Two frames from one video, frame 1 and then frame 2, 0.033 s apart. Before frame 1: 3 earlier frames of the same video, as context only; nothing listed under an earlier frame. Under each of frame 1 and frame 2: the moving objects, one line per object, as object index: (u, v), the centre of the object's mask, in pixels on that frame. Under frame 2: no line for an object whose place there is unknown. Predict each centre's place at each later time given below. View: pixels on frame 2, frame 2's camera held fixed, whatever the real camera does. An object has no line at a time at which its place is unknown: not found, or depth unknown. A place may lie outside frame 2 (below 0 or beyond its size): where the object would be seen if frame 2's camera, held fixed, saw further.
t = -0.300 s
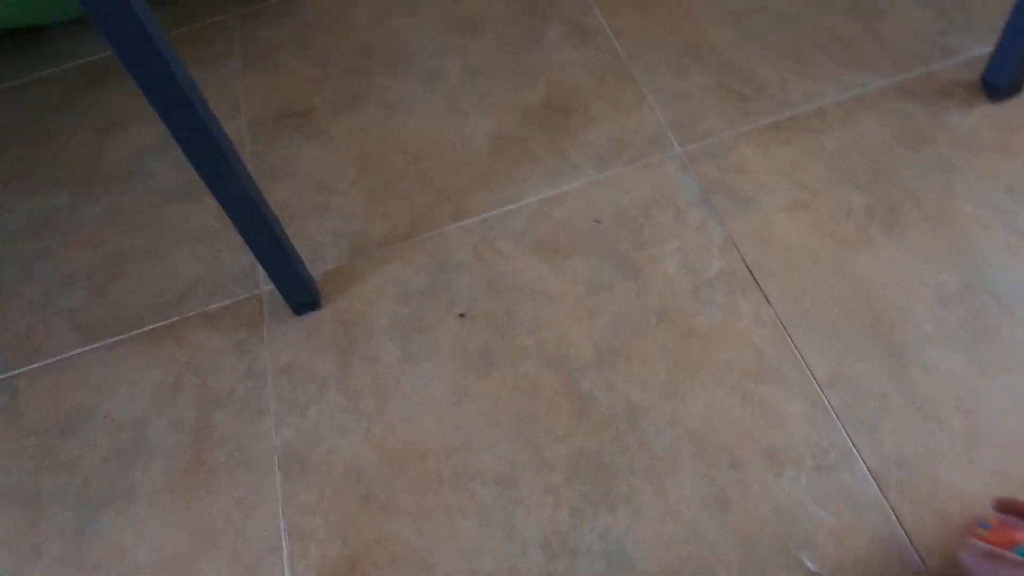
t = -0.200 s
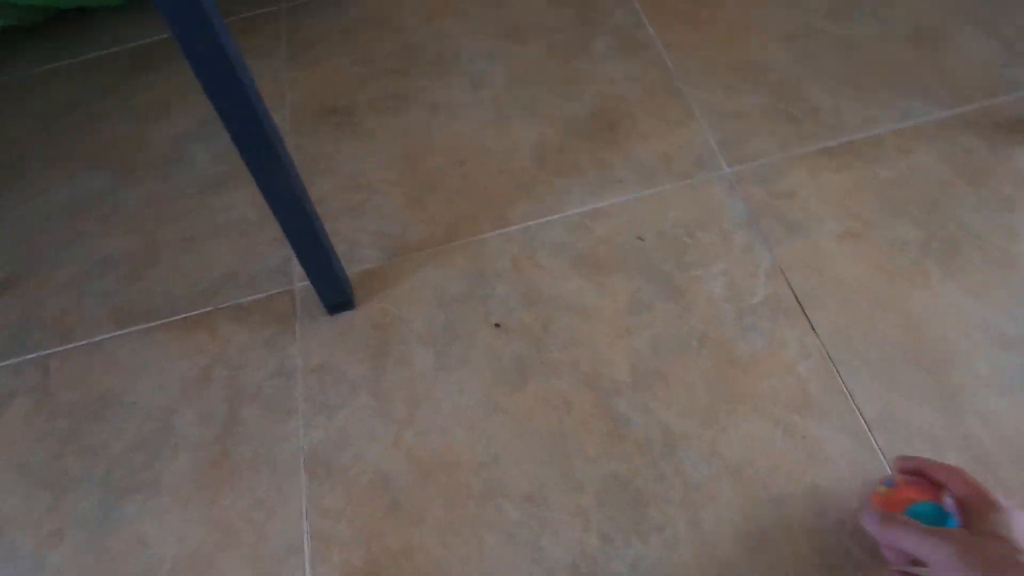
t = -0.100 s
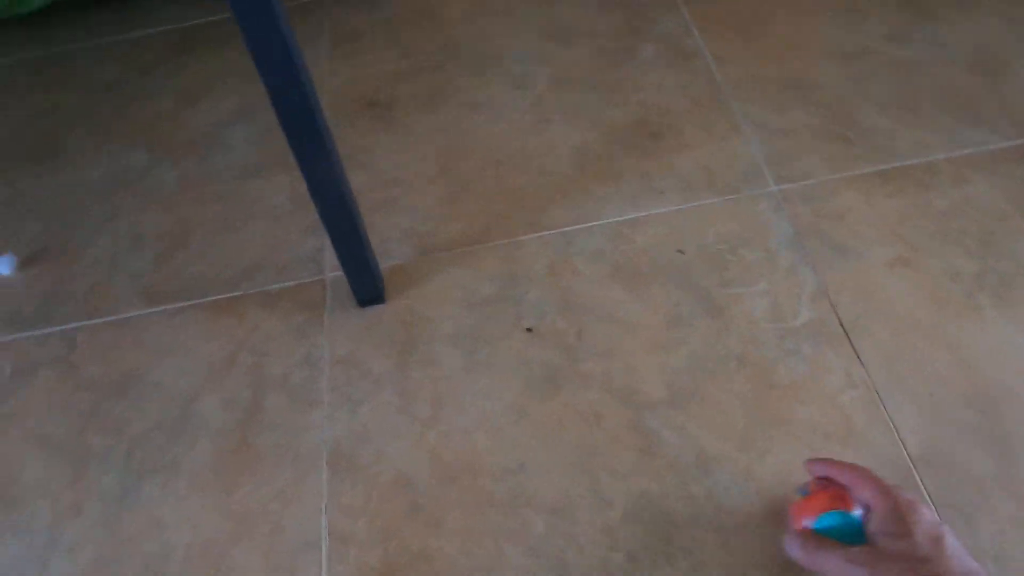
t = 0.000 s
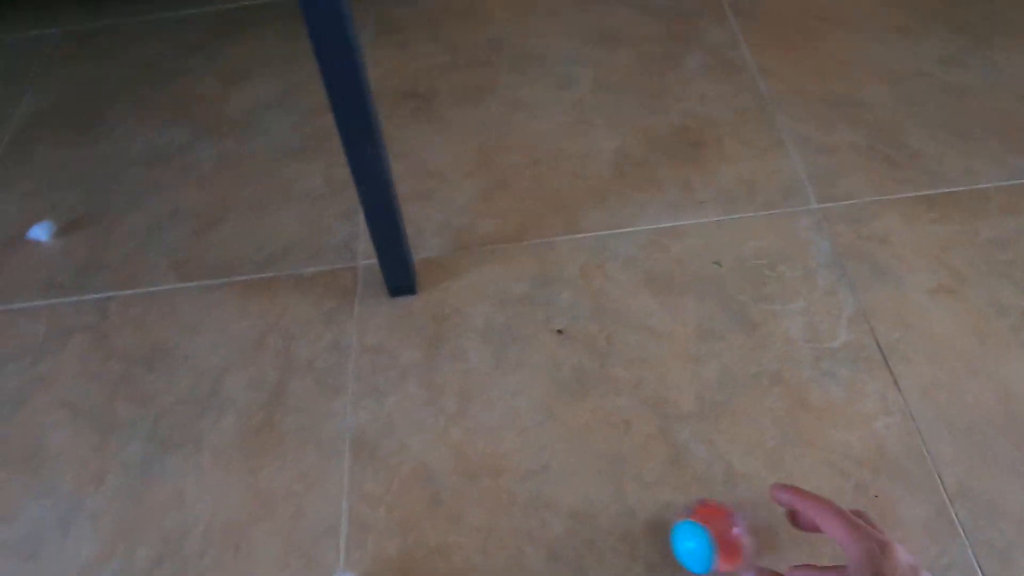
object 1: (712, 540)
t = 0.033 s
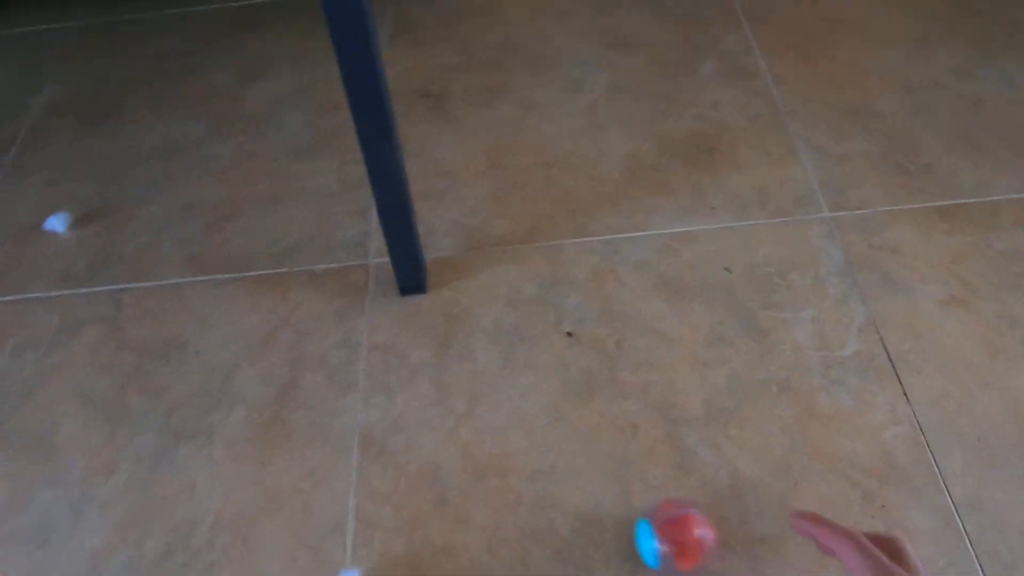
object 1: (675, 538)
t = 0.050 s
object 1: (656, 535)
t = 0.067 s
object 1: (636, 531)
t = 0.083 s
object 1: (618, 528)
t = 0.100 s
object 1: (601, 525)
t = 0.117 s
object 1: (585, 521)
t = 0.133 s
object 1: (569, 518)
